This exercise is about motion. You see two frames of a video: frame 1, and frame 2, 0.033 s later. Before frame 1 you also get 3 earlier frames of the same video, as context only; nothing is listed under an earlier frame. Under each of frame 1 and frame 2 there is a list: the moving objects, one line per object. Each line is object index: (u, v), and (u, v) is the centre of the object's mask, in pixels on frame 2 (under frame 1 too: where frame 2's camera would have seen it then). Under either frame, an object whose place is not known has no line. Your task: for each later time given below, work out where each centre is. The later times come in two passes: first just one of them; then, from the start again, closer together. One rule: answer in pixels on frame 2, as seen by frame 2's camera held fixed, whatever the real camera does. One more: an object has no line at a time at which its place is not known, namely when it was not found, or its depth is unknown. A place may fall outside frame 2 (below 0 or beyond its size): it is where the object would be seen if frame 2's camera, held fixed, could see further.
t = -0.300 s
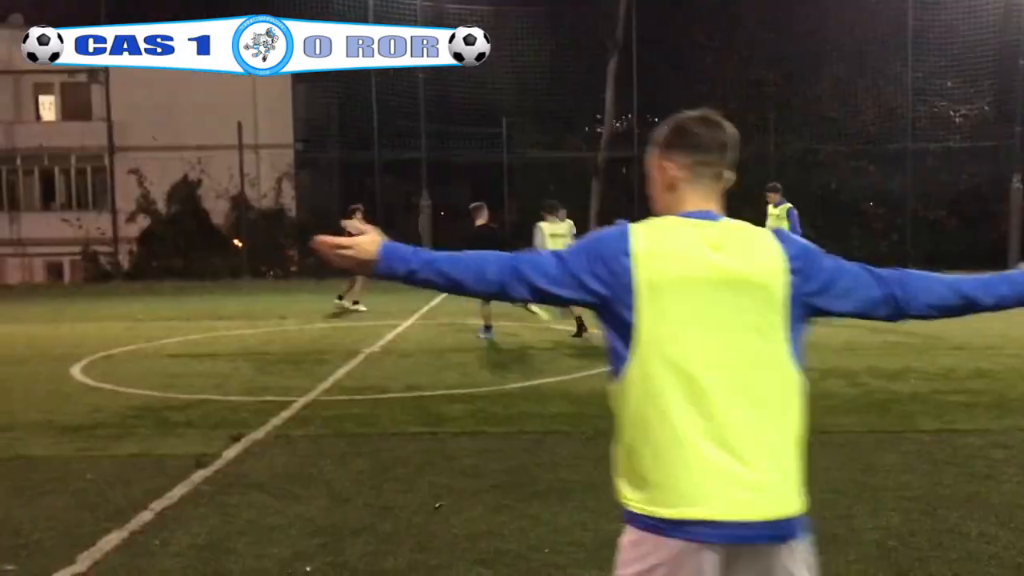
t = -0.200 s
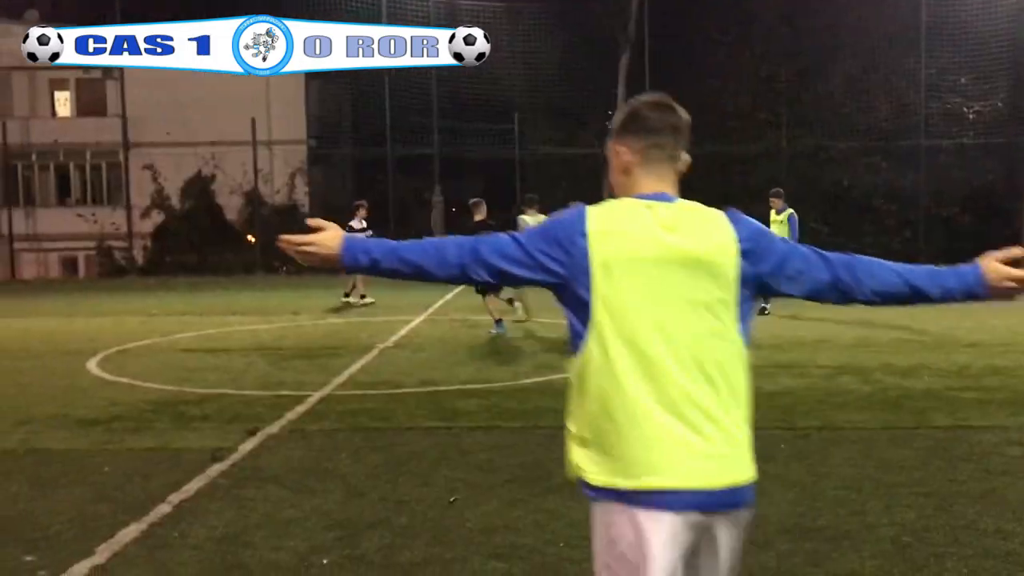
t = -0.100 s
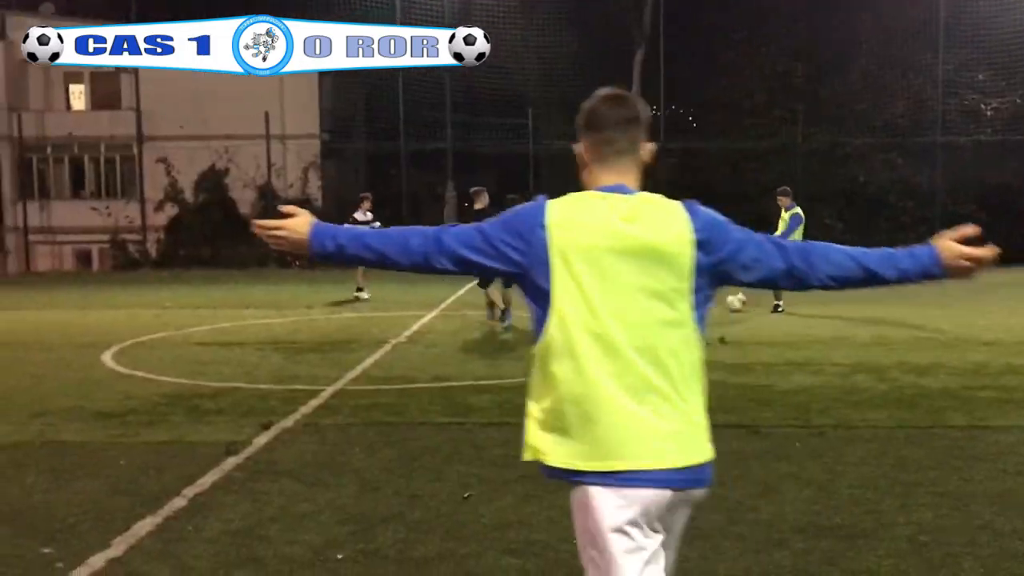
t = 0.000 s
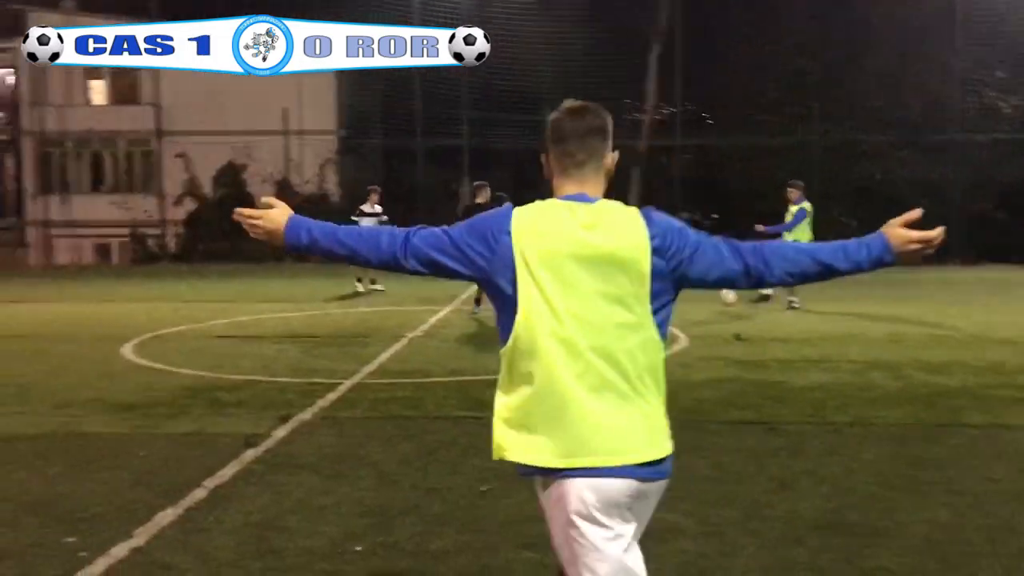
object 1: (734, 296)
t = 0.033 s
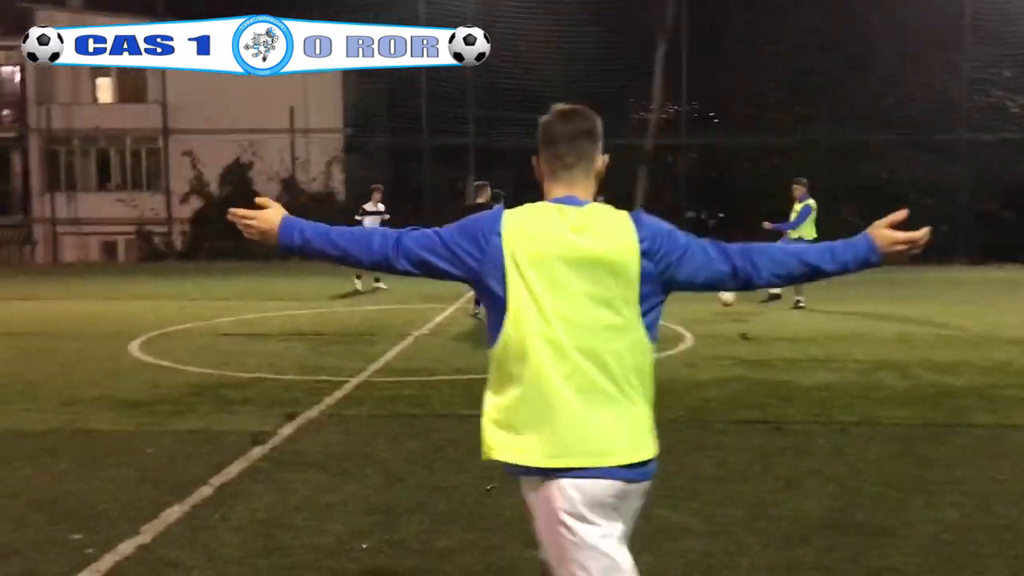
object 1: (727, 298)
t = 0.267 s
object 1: (664, 326)
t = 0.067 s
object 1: (720, 300)
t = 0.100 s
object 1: (712, 304)
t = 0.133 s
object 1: (703, 306)
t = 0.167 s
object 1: (693, 311)
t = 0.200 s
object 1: (684, 318)
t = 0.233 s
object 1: (674, 326)
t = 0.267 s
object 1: (664, 326)
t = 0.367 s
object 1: (636, 322)
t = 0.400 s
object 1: (624, 323)
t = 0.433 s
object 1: (613, 325)
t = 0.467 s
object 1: (602, 330)
